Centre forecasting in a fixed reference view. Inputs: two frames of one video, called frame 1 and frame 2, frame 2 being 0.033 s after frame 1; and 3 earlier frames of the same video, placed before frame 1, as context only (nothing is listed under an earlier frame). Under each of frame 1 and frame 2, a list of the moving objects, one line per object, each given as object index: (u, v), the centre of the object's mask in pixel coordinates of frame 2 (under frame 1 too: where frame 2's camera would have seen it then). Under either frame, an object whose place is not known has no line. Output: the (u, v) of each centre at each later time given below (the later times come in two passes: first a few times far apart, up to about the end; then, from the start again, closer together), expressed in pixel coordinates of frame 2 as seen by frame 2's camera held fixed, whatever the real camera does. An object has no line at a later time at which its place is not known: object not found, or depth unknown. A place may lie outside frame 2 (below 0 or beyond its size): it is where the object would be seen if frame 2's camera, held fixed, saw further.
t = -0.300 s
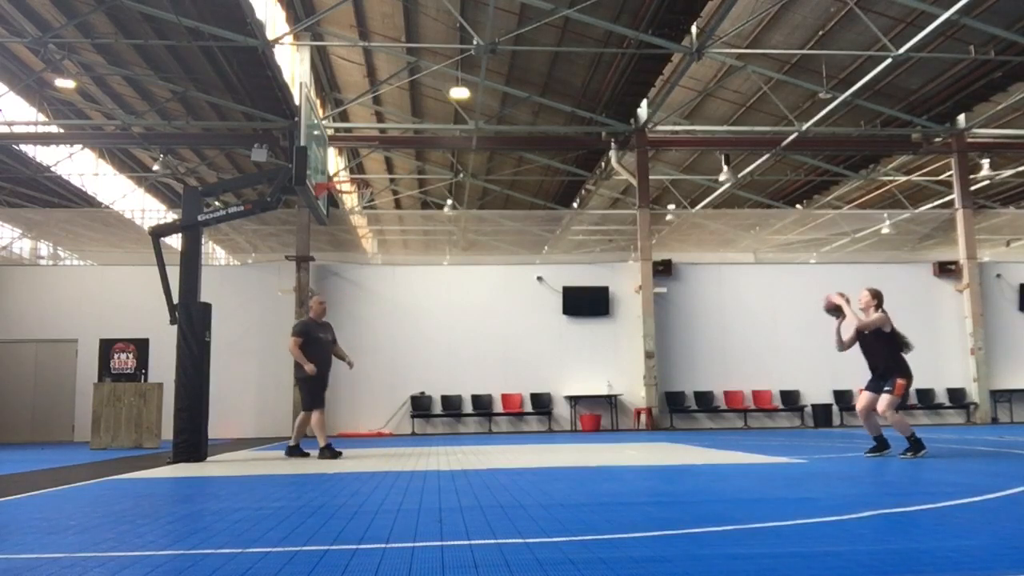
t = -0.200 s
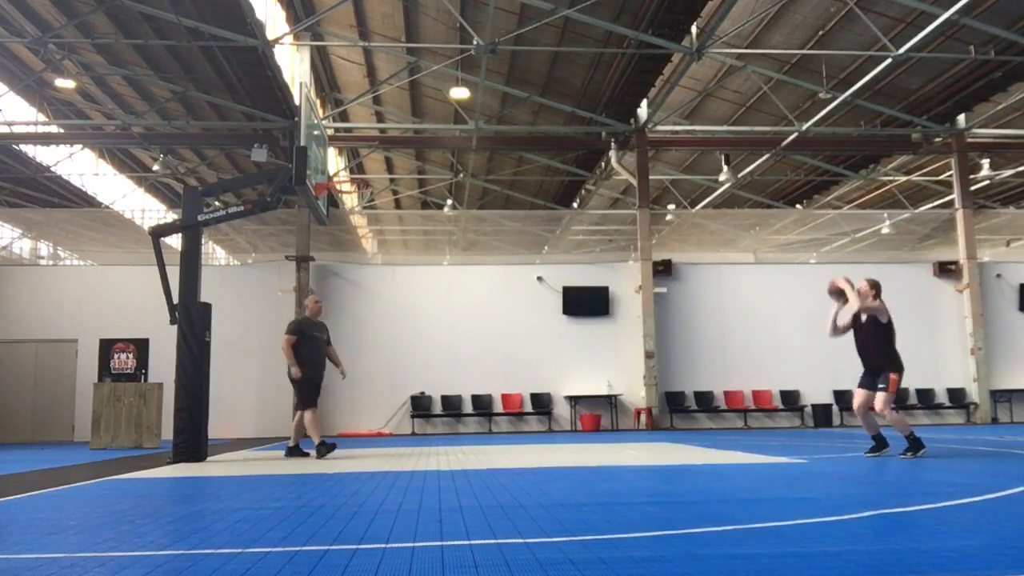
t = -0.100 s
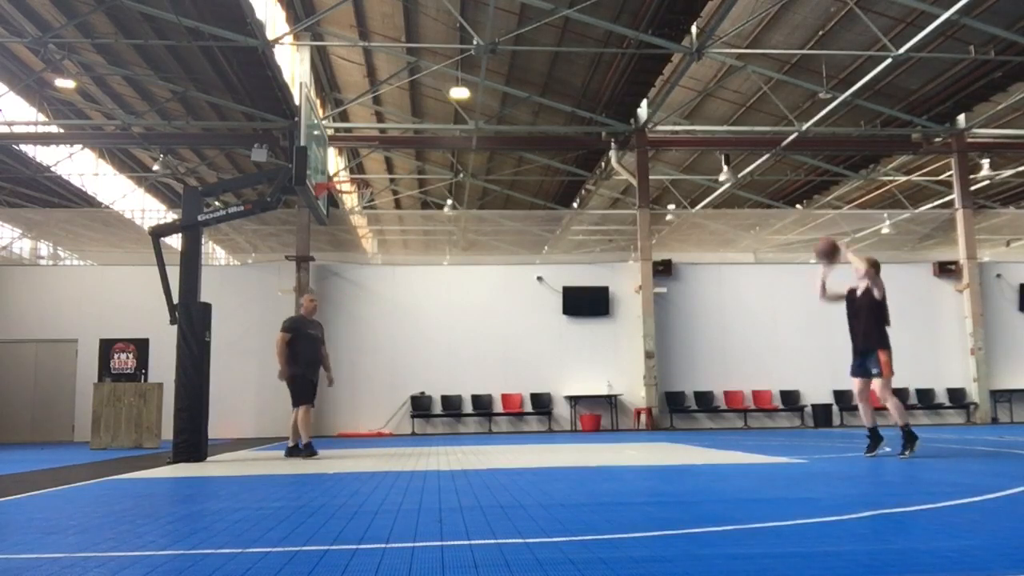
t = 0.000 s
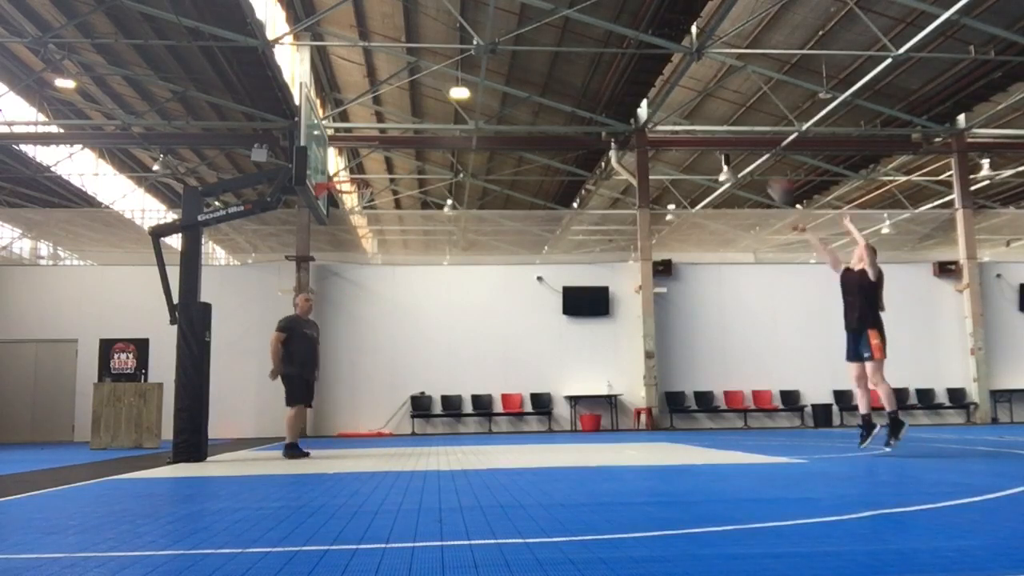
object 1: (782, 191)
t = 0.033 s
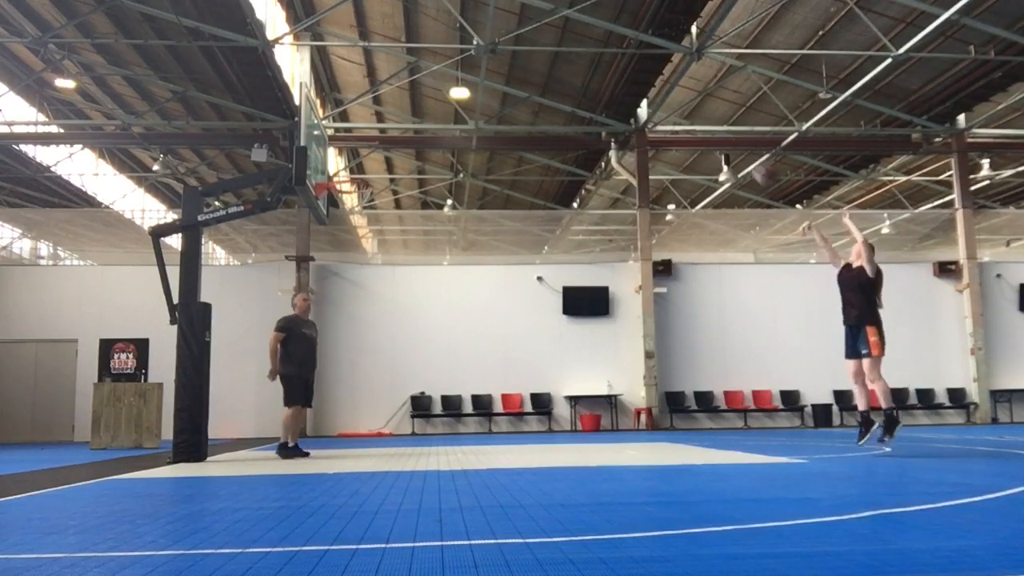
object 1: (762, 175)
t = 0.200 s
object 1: (684, 101)
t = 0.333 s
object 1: (624, 66)
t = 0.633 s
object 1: (508, 48)
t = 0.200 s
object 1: (684, 101)
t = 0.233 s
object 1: (668, 90)
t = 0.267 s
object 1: (652, 80)
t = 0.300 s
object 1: (638, 74)
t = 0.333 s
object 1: (624, 66)
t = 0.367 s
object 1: (607, 60)
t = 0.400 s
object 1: (594, 55)
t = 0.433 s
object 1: (583, 51)
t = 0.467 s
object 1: (570, 49)
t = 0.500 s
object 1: (557, 46)
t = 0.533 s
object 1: (545, 45)
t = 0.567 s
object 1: (532, 46)
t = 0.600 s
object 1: (520, 47)
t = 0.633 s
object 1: (508, 48)
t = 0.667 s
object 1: (497, 52)
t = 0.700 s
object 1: (485, 56)
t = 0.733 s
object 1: (474, 61)
